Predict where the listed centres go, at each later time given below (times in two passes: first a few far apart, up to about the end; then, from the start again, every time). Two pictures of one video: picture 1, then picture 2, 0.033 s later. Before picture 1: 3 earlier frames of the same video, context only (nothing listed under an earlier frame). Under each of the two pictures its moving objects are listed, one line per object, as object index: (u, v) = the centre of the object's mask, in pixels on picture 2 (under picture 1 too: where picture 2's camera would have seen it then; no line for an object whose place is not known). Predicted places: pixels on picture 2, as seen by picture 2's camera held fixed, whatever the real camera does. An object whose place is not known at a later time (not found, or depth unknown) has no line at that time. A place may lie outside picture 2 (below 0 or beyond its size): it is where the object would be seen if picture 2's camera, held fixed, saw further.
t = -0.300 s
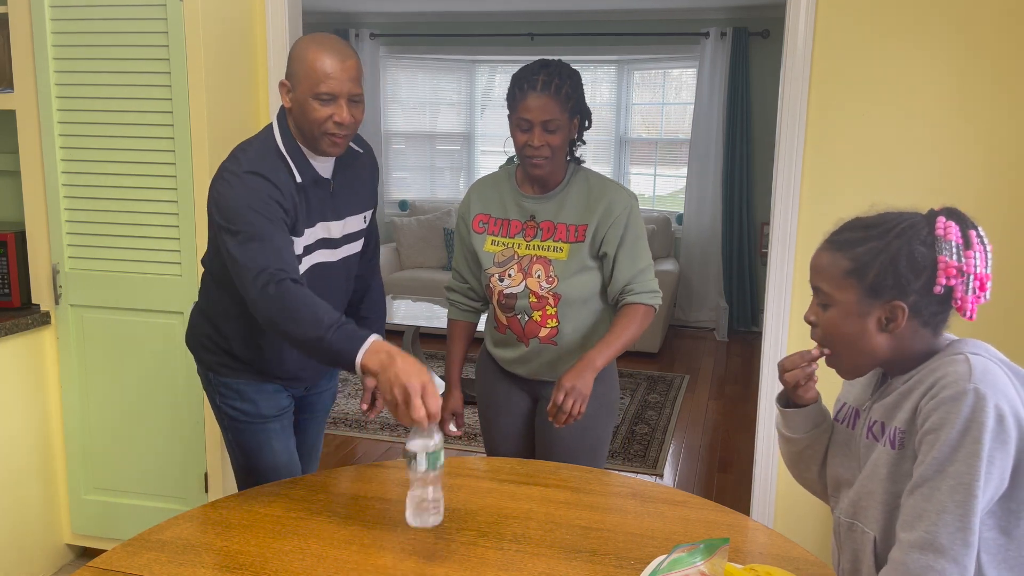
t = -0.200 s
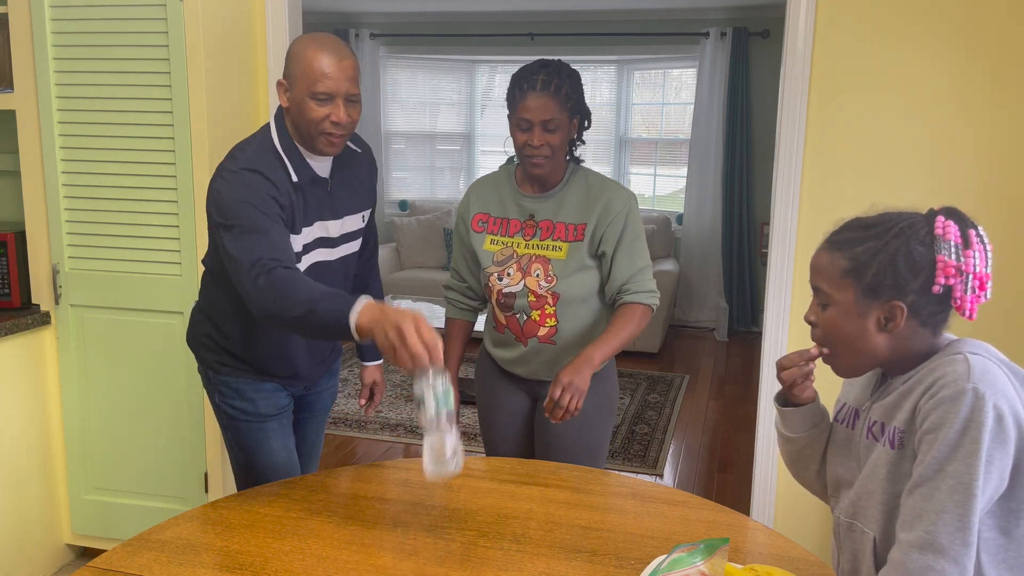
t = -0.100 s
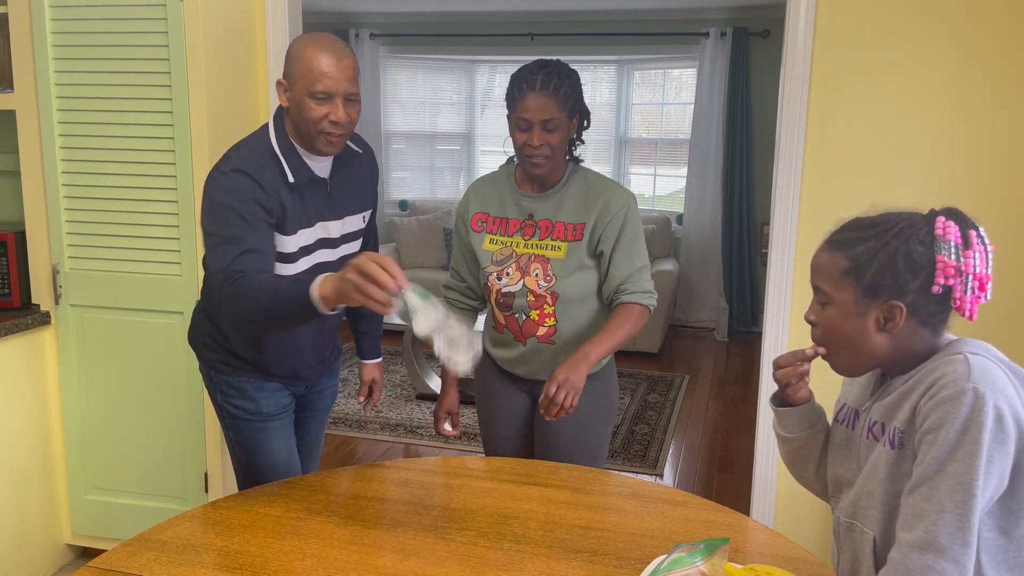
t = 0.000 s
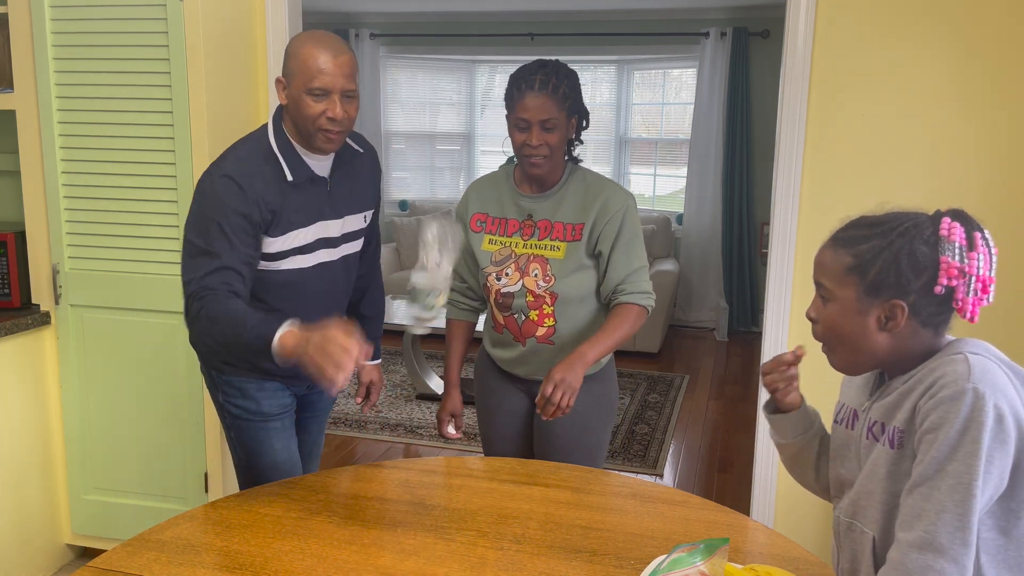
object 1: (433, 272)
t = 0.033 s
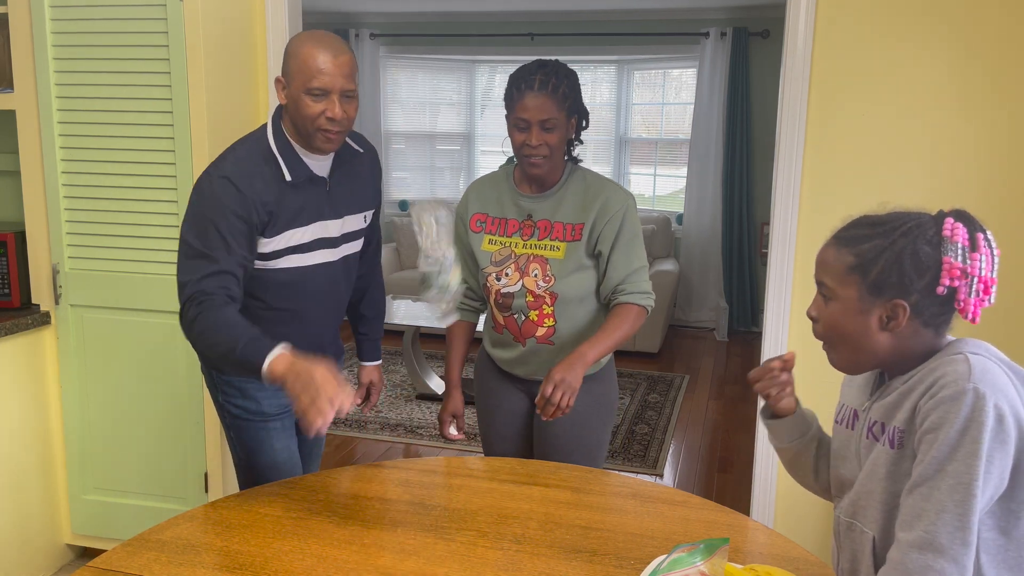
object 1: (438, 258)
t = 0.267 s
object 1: (405, 274)
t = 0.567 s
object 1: (363, 498)
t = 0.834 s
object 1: (354, 494)
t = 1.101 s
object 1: (354, 494)
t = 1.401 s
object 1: (354, 494)
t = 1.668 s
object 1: (354, 494)
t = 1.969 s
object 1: (354, 494)
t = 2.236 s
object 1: (354, 494)
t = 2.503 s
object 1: (354, 494)
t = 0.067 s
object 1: (442, 244)
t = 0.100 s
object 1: (439, 227)
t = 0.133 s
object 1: (432, 218)
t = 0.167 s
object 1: (425, 220)
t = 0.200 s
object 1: (418, 231)
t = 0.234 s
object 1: (411, 250)
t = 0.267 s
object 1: (405, 274)
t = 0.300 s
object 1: (398, 307)
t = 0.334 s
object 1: (392, 344)
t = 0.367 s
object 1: (387, 385)
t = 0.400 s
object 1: (382, 433)
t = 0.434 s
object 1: (376, 485)
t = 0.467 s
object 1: (374, 503)
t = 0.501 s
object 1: (369, 500)
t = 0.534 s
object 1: (365, 498)
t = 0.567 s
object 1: (363, 498)
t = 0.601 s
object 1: (359, 497)
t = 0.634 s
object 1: (357, 495)
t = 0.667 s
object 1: (356, 495)
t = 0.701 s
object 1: (355, 494)
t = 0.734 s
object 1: (354, 494)
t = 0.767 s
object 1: (354, 494)
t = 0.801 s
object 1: (354, 494)
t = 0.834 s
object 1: (354, 494)
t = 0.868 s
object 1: (354, 494)
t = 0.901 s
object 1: (354, 494)
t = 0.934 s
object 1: (354, 494)
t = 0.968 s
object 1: (354, 494)
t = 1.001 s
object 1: (354, 494)
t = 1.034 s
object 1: (354, 494)
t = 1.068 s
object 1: (354, 494)
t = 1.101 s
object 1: (354, 494)
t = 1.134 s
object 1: (354, 494)
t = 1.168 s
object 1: (354, 494)
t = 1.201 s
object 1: (354, 494)
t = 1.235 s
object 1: (354, 494)
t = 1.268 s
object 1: (354, 494)
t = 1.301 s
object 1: (354, 494)
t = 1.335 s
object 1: (354, 494)
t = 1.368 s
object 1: (354, 494)
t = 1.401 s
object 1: (354, 494)
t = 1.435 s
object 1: (354, 494)
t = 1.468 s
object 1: (354, 494)
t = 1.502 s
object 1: (354, 494)
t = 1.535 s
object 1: (354, 494)
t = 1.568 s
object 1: (354, 494)
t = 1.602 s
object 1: (354, 494)
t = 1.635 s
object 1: (354, 494)
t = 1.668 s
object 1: (354, 494)
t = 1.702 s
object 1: (354, 494)
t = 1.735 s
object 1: (354, 494)
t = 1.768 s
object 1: (354, 494)
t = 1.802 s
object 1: (354, 494)
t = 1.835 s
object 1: (354, 494)
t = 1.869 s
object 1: (354, 494)
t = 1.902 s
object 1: (354, 494)
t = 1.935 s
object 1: (354, 494)
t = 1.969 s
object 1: (354, 494)
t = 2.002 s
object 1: (354, 494)
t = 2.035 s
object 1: (354, 494)
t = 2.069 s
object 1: (354, 494)
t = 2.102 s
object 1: (354, 494)
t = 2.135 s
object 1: (354, 494)
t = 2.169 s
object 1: (354, 494)
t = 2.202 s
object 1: (354, 494)
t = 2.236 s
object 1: (354, 494)
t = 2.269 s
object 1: (354, 494)
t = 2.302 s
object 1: (354, 494)
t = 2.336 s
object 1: (354, 494)
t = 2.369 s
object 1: (354, 494)
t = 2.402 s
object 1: (354, 494)
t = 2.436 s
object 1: (354, 494)
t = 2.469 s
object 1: (354, 494)
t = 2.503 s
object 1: (354, 494)
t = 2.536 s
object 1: (354, 494)
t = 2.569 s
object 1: (354, 494)
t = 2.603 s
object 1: (354, 494)
